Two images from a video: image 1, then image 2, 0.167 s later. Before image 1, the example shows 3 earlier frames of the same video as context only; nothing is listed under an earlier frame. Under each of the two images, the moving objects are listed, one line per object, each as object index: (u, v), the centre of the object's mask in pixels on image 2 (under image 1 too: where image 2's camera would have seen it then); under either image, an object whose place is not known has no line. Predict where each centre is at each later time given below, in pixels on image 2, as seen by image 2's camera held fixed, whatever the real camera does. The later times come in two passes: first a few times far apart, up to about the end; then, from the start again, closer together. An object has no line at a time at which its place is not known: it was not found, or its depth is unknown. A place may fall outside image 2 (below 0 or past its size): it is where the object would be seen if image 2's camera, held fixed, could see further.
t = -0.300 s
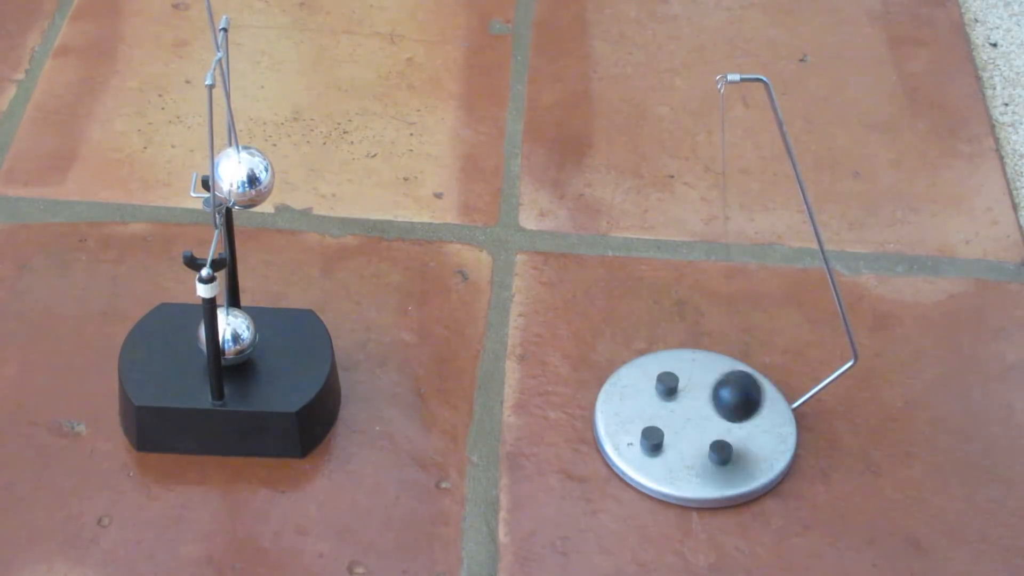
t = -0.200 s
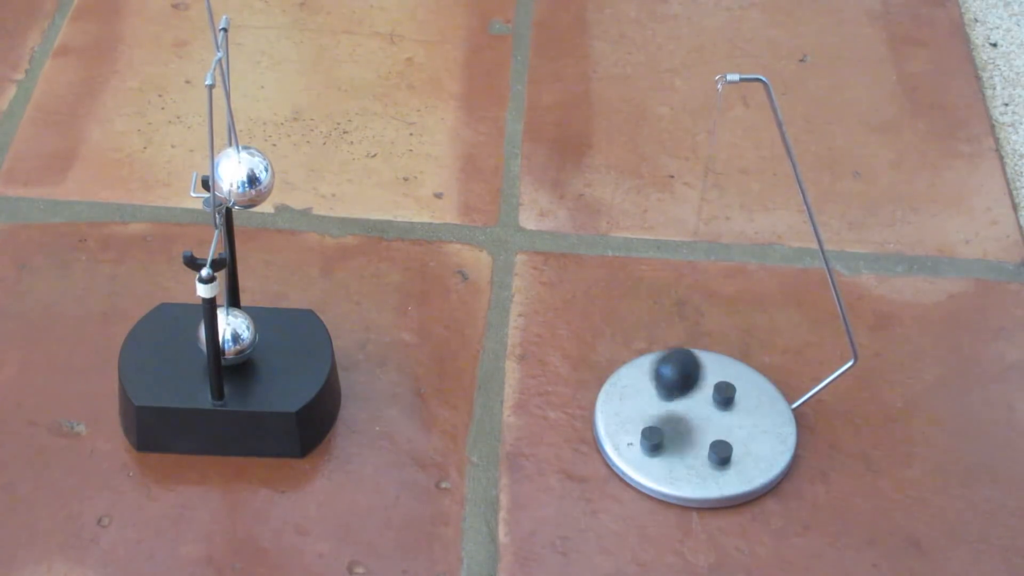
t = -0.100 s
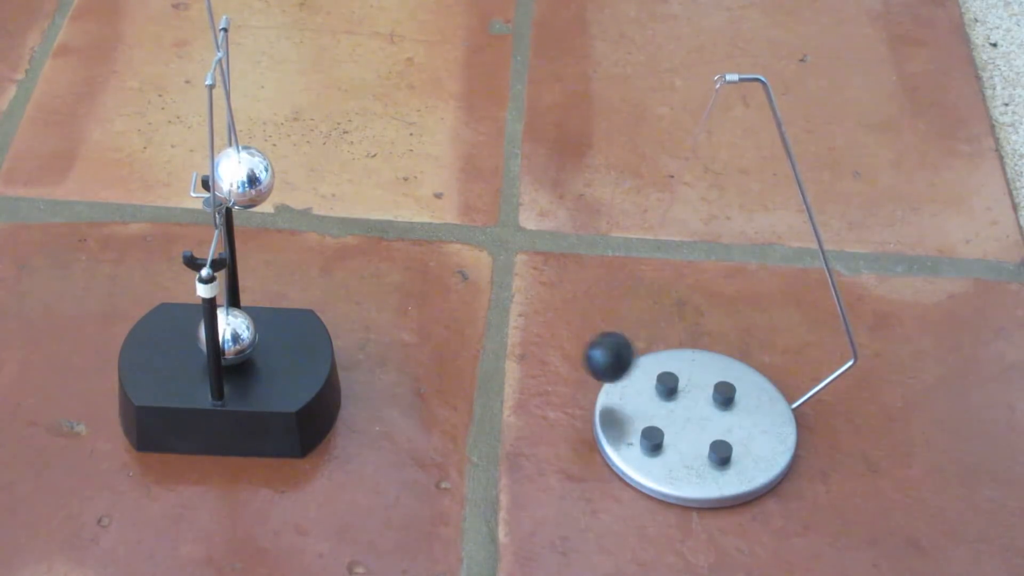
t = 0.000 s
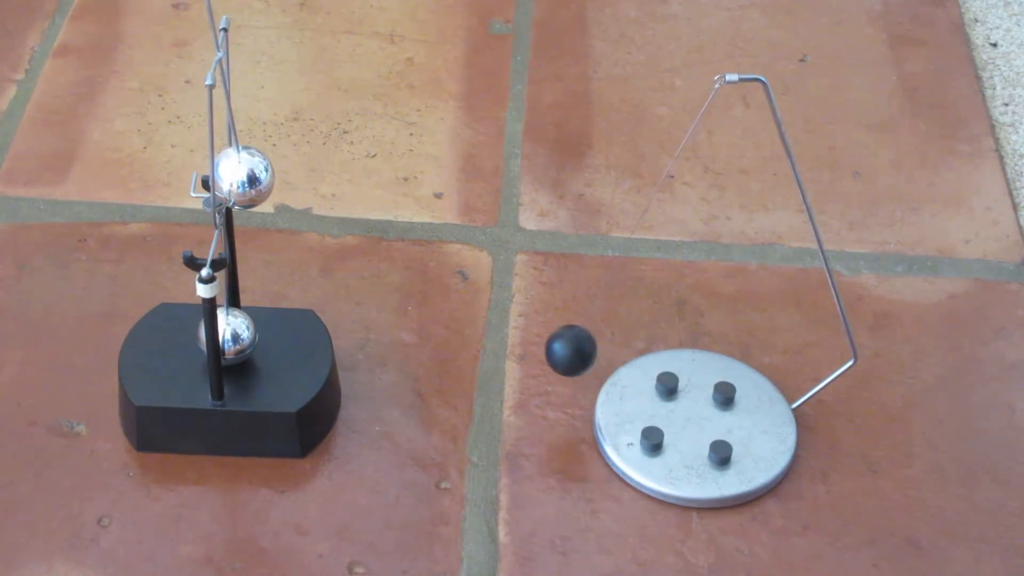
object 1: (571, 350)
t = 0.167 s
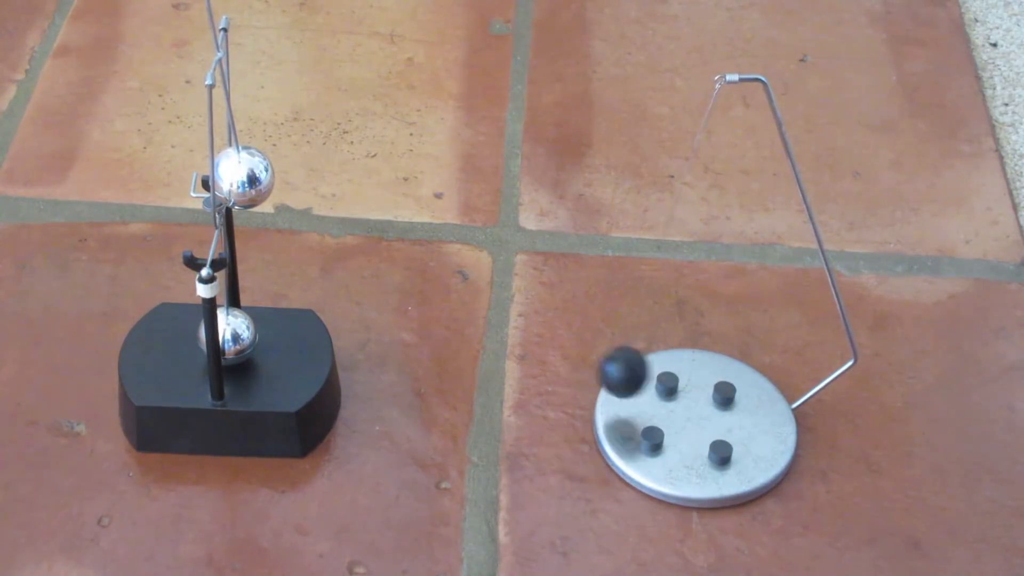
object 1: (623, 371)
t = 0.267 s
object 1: (697, 379)
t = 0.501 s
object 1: (768, 386)
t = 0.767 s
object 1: (605, 362)
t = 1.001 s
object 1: (612, 357)
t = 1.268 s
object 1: (760, 393)
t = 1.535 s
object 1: (683, 380)
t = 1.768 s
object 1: (578, 352)
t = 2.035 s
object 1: (678, 378)
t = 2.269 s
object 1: (676, 428)
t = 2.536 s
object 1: (605, 368)
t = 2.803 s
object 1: (687, 321)
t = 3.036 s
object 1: (738, 349)
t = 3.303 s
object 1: (700, 332)
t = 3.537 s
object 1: (604, 337)
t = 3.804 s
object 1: (648, 403)
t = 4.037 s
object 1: (597, 384)
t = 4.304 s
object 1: (666, 318)
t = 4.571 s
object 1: (696, 355)
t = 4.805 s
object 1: (673, 418)
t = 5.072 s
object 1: (664, 414)
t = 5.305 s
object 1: (700, 380)
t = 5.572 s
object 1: (713, 321)
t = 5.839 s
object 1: (686, 348)
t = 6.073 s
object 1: (715, 328)
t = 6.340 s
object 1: (682, 319)
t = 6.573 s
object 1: (682, 346)
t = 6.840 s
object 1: (700, 324)
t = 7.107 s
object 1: (617, 353)
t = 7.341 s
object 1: (636, 405)
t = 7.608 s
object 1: (614, 372)
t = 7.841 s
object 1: (665, 319)
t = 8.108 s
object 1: (703, 357)
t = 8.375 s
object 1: (690, 404)
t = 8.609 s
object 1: (685, 359)
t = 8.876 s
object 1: (679, 408)
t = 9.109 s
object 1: (702, 366)
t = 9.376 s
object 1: (699, 389)
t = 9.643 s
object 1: (699, 388)
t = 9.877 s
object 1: (696, 368)
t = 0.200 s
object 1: (648, 376)
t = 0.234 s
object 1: (672, 378)
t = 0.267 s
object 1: (697, 379)
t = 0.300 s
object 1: (720, 381)
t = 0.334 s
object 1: (740, 381)
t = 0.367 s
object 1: (757, 383)
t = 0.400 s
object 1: (768, 385)
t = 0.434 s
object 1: (774, 386)
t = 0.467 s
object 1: (774, 386)
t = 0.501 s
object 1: (768, 386)
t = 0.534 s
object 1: (756, 386)
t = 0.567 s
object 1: (738, 386)
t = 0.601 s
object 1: (719, 383)
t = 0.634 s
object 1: (696, 380)
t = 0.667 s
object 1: (672, 377)
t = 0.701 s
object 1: (648, 373)
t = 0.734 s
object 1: (625, 368)
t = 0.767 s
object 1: (605, 362)
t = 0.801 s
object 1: (589, 357)
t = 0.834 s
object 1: (579, 352)
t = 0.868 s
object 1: (574, 350)
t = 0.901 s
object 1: (575, 349)
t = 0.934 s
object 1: (582, 350)
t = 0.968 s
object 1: (595, 353)
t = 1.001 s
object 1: (612, 357)
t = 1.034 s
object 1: (634, 362)
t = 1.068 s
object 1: (656, 367)
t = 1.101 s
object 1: (677, 375)
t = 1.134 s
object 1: (699, 384)
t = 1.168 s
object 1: (718, 392)
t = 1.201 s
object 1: (734, 395)
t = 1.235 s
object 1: (749, 396)
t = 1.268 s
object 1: (760, 393)
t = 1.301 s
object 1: (766, 390)
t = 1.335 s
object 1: (767, 386)
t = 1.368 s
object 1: (763, 382)
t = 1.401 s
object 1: (753, 377)
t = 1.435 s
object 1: (739, 373)
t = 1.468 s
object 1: (724, 372)
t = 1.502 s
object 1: (707, 374)
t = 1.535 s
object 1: (683, 380)
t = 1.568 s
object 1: (663, 383)
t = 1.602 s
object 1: (642, 383)
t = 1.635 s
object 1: (622, 378)
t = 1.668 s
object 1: (603, 371)
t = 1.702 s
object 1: (589, 364)
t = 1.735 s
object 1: (581, 358)
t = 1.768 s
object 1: (578, 352)
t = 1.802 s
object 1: (581, 349)
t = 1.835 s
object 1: (589, 347)
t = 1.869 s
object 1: (603, 347)
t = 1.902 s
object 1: (620, 349)
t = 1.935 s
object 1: (641, 352)
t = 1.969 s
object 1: (658, 356)
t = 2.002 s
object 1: (669, 363)
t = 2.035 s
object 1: (678, 378)
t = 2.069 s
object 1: (689, 393)
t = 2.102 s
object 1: (699, 405)
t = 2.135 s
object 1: (704, 412)
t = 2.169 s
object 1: (703, 418)
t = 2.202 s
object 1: (696, 424)
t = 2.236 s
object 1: (687, 427)
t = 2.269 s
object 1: (676, 428)
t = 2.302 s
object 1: (664, 426)
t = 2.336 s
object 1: (654, 422)
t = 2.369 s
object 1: (644, 416)
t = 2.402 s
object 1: (635, 409)
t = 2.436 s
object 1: (626, 401)
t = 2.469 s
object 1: (616, 391)
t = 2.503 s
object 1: (609, 380)
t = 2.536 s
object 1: (605, 368)
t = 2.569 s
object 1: (606, 355)
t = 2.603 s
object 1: (611, 344)
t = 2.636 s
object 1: (619, 334)
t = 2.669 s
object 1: (631, 327)
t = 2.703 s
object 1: (644, 322)
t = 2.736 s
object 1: (658, 320)
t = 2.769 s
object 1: (673, 319)
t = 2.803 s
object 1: (687, 321)
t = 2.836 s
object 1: (700, 325)
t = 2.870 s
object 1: (712, 331)
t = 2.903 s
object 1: (722, 338)
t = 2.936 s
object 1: (728, 344)
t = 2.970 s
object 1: (732, 348)
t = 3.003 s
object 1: (735, 350)
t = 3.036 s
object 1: (738, 349)
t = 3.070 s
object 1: (741, 347)
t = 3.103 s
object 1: (742, 344)
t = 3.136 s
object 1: (742, 342)
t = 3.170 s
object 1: (740, 339)
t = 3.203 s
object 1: (734, 337)
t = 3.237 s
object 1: (726, 335)
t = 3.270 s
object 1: (715, 333)
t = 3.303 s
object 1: (700, 332)
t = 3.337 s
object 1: (684, 332)
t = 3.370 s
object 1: (669, 331)
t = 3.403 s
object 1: (653, 329)
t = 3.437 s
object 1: (638, 328)
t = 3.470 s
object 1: (623, 328)
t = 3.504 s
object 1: (612, 331)
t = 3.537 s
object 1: (604, 337)
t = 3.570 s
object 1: (601, 346)
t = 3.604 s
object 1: (602, 356)
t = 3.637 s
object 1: (608, 368)
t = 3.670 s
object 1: (618, 380)
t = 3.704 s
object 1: (631, 391)
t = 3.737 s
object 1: (642, 398)
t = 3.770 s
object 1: (647, 401)
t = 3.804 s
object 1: (648, 403)
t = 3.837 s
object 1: (644, 404)
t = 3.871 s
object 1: (635, 405)
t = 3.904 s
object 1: (624, 404)
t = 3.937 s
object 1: (612, 401)
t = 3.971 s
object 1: (603, 396)
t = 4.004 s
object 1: (598, 390)
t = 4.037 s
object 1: (597, 384)
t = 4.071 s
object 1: (601, 377)
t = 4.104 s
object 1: (609, 369)
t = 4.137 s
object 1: (622, 361)
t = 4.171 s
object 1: (636, 354)
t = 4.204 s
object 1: (649, 347)
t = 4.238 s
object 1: (657, 339)
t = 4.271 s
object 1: (662, 328)
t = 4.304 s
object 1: (666, 318)
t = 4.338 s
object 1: (670, 311)
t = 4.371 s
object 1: (675, 307)
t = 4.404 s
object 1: (679, 308)
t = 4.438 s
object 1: (682, 313)
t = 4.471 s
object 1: (685, 322)
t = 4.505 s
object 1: (688, 334)
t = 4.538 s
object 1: (691, 345)
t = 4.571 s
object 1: (696, 355)
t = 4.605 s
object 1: (702, 364)
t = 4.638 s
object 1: (703, 375)
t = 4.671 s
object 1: (701, 389)
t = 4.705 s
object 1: (695, 401)
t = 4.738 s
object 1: (687, 408)
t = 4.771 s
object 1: (679, 413)
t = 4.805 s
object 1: (673, 418)
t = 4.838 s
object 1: (670, 422)
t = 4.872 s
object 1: (667, 426)
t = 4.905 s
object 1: (665, 428)
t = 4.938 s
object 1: (663, 428)
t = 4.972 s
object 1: (662, 426)
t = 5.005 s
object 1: (661, 422)
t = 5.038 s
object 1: (662, 417)
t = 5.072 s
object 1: (664, 414)
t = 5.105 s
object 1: (669, 411)
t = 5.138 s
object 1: (677, 411)
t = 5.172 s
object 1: (688, 410)
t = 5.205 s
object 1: (698, 407)
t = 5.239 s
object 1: (703, 402)
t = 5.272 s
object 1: (703, 392)
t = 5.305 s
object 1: (700, 380)
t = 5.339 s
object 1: (693, 367)
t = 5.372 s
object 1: (687, 359)
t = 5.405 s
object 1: (686, 353)
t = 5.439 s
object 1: (691, 347)
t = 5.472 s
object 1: (699, 340)
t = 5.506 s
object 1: (706, 332)
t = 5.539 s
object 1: (711, 325)
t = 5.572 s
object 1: (713, 321)
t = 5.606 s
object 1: (713, 320)
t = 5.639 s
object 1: (710, 322)
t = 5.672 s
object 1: (704, 327)
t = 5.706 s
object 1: (696, 334)
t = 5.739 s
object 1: (688, 342)
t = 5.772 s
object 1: (682, 348)
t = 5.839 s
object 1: (686, 348)
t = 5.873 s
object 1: (696, 343)
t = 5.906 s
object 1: (707, 337)
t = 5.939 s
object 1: (714, 332)
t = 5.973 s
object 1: (719, 327)
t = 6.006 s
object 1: (721, 325)
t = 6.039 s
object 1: (719, 325)
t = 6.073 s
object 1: (715, 328)
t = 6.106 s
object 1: (707, 333)
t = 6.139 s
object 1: (697, 339)
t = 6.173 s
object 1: (687, 344)
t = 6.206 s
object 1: (680, 347)
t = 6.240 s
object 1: (678, 345)
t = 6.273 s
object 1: (678, 338)
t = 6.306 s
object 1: (680, 328)
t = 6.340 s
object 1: (682, 319)
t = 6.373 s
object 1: (684, 313)
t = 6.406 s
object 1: (685, 311)
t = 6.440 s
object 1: (685, 313)
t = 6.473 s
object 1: (684, 319)
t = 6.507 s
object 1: (683, 327)
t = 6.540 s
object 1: (682, 338)
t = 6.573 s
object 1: (682, 346)
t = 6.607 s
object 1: (686, 350)
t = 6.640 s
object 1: (696, 351)
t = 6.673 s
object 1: (707, 351)
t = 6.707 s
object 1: (713, 348)
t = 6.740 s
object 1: (715, 343)
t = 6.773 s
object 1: (713, 336)
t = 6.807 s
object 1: (708, 329)
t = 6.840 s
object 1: (700, 324)
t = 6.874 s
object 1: (690, 322)
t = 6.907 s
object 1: (680, 322)
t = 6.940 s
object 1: (670, 324)
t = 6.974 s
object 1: (659, 328)
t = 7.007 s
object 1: (648, 333)
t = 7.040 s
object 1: (637, 338)
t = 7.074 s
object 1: (626, 345)
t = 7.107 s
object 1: (617, 353)
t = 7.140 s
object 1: (611, 362)
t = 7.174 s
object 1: (610, 372)
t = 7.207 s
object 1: (612, 382)
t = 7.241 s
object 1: (617, 391)
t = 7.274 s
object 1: (625, 398)
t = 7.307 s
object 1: (632, 402)
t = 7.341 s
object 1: (636, 405)
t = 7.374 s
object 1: (637, 406)
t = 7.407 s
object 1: (634, 406)
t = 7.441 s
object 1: (629, 405)
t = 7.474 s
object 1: (623, 401)
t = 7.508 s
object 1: (617, 396)
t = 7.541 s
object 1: (613, 389)
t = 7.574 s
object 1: (612, 381)
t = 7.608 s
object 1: (614, 372)
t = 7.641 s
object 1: (620, 363)
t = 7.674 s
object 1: (628, 354)
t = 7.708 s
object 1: (639, 346)
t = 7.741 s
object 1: (647, 339)
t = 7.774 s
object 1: (654, 331)
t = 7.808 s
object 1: (660, 324)
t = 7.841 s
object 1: (665, 319)
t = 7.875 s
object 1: (672, 316)
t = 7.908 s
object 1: (677, 317)
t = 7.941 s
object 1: (683, 321)
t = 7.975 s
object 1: (688, 328)
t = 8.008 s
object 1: (692, 336)
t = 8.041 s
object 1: (697, 344)
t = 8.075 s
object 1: (701, 351)
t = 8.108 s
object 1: (703, 357)
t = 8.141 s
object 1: (701, 362)
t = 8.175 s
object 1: (696, 368)
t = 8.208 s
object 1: (689, 378)
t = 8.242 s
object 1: (681, 389)
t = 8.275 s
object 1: (675, 397)
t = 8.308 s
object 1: (674, 401)
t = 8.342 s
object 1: (680, 405)
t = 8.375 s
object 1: (690, 404)
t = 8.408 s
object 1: (698, 400)
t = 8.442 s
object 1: (704, 393)
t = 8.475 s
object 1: (706, 382)
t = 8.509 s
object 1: (704, 372)
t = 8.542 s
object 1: (698, 365)
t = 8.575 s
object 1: (690, 360)
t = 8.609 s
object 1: (685, 359)
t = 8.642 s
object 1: (685, 364)
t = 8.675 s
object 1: (689, 374)
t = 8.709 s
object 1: (693, 385)
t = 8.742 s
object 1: (695, 396)
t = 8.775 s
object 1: (695, 404)
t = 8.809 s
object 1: (691, 407)
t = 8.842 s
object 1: (685, 408)
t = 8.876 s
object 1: (679, 408)
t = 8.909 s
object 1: (677, 407)
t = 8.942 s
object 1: (680, 405)
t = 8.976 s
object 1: (686, 401)
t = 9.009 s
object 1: (693, 394)
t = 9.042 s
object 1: (699, 384)
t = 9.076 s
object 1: (702, 374)
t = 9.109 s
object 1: (702, 366)
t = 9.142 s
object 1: (696, 361)
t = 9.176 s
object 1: (691, 358)
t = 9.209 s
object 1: (688, 357)
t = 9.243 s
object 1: (691, 358)
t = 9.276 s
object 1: (697, 362)
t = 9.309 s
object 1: (701, 369)
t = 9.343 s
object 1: (702, 379)
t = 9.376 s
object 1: (699, 389)
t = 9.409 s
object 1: (693, 398)
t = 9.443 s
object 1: (685, 403)
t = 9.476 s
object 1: (679, 405)
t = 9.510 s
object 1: (677, 405)
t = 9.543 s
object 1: (680, 404)
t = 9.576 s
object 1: (687, 402)
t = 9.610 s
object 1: (694, 397)
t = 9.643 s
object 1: (699, 388)
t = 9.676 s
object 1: (702, 378)
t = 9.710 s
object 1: (701, 369)
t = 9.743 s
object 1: (696, 363)
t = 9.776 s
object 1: (691, 360)
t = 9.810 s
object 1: (688, 359)
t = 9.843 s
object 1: (691, 362)
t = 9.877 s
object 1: (696, 368)
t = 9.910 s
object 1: (700, 376)
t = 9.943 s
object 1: (700, 387)
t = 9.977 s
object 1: (698, 396)
